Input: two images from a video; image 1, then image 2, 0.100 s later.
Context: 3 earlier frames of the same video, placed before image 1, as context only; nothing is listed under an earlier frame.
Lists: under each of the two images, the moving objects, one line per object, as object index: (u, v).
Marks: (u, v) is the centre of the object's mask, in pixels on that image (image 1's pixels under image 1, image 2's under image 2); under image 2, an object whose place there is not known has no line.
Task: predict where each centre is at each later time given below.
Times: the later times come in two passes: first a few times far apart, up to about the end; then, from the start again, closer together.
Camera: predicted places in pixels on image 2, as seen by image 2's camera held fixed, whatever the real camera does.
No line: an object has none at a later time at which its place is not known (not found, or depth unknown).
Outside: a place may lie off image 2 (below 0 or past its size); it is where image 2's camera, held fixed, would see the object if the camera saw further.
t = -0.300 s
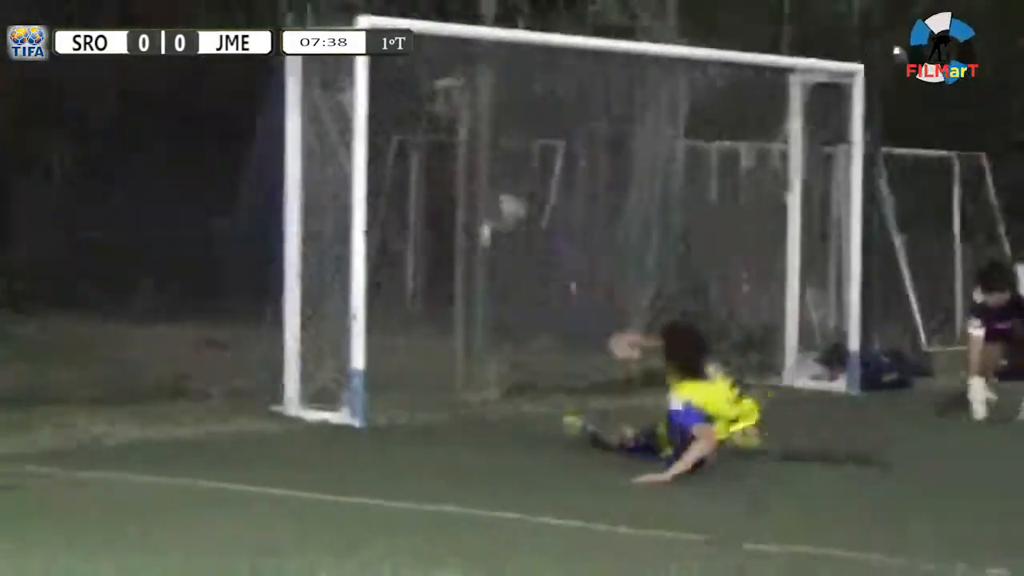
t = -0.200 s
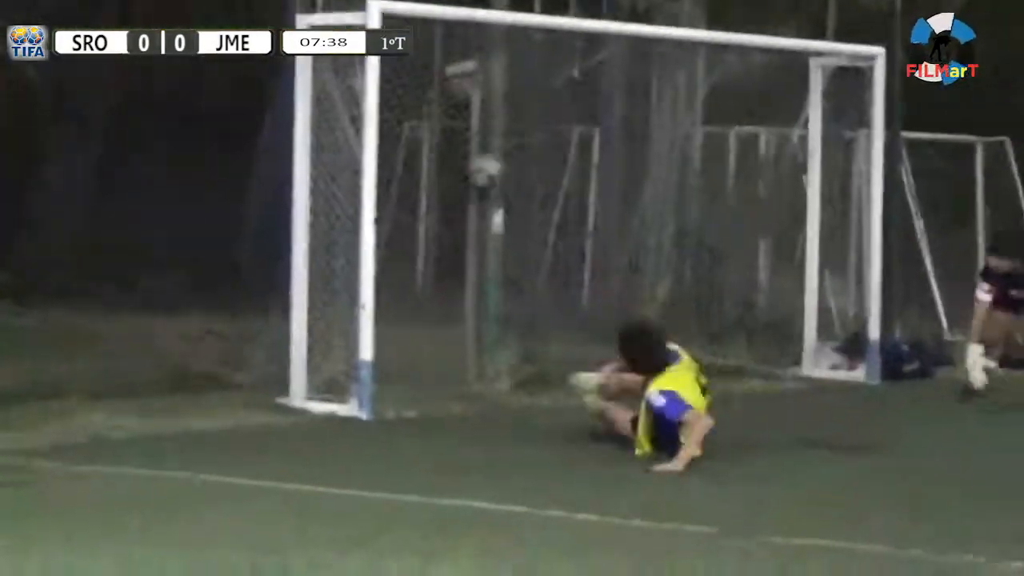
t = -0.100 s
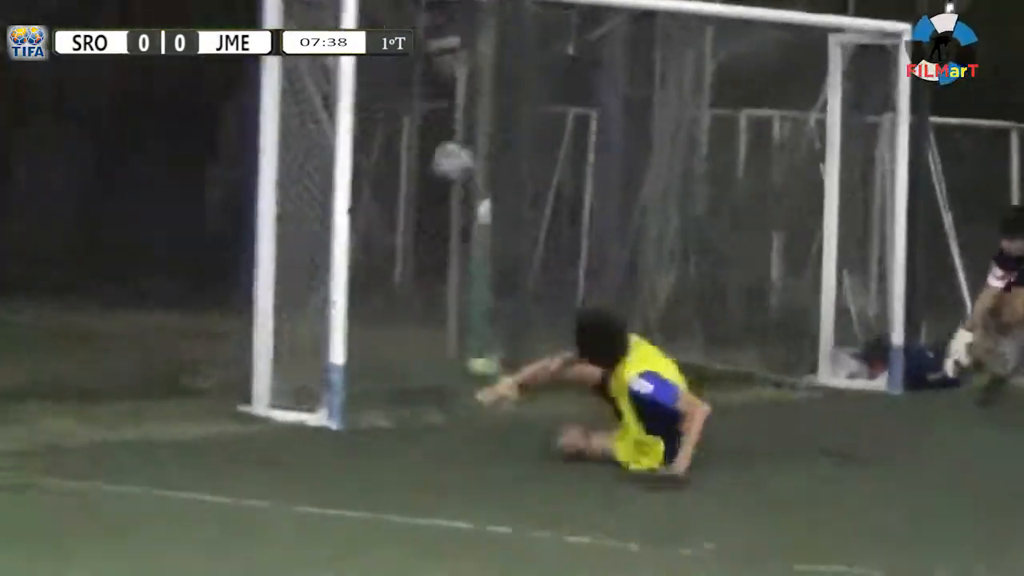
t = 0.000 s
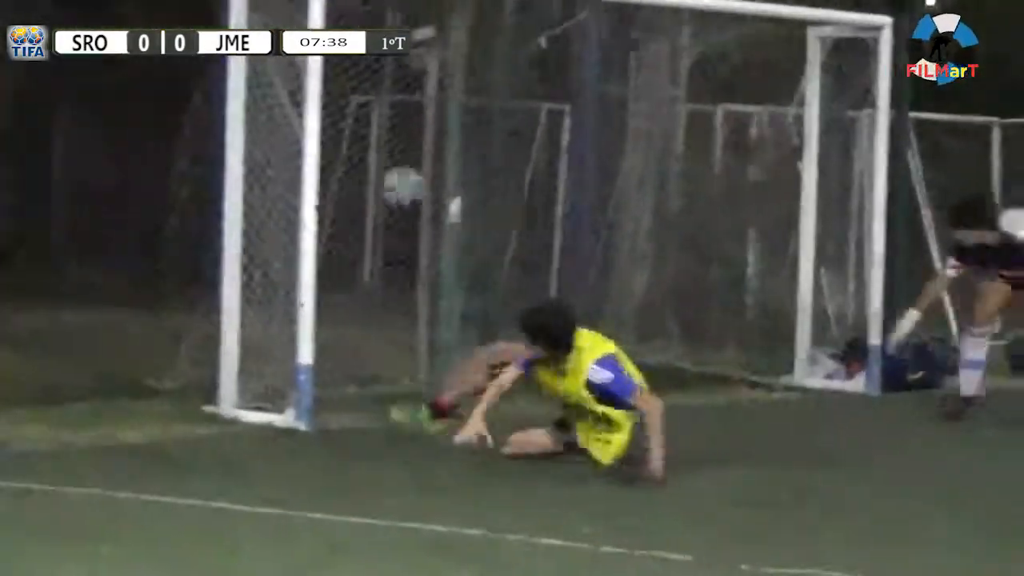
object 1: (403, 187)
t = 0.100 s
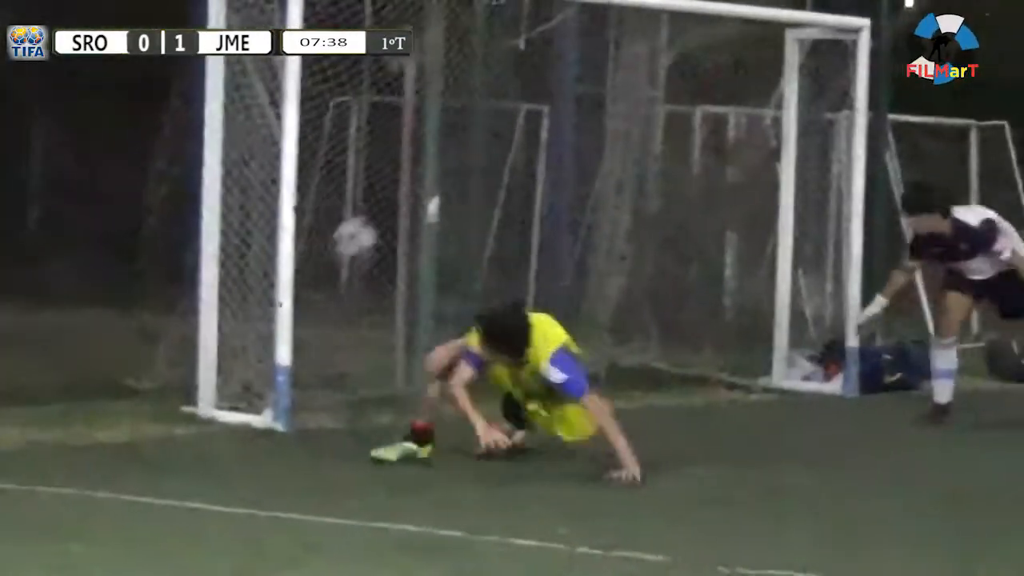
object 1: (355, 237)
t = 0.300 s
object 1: (297, 430)
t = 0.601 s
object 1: (232, 366)
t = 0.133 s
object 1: (346, 261)
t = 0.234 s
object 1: (318, 350)
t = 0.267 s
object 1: (309, 387)
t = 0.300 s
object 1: (297, 430)
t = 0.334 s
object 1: (286, 432)
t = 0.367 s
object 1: (279, 418)
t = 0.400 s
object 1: (273, 406)
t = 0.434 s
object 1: (268, 391)
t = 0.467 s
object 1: (260, 379)
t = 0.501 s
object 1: (253, 370)
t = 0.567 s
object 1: (244, 366)
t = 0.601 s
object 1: (232, 366)
